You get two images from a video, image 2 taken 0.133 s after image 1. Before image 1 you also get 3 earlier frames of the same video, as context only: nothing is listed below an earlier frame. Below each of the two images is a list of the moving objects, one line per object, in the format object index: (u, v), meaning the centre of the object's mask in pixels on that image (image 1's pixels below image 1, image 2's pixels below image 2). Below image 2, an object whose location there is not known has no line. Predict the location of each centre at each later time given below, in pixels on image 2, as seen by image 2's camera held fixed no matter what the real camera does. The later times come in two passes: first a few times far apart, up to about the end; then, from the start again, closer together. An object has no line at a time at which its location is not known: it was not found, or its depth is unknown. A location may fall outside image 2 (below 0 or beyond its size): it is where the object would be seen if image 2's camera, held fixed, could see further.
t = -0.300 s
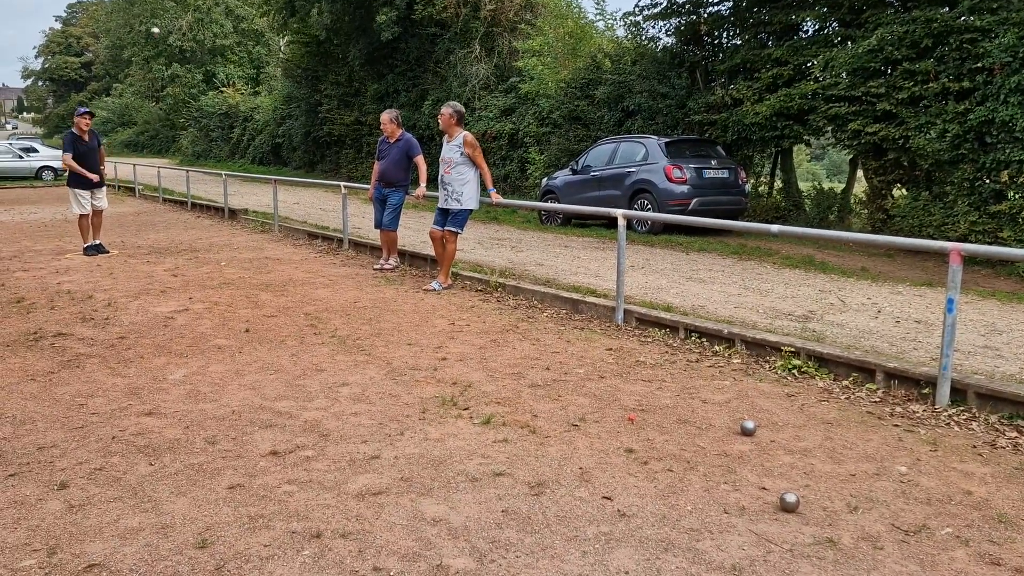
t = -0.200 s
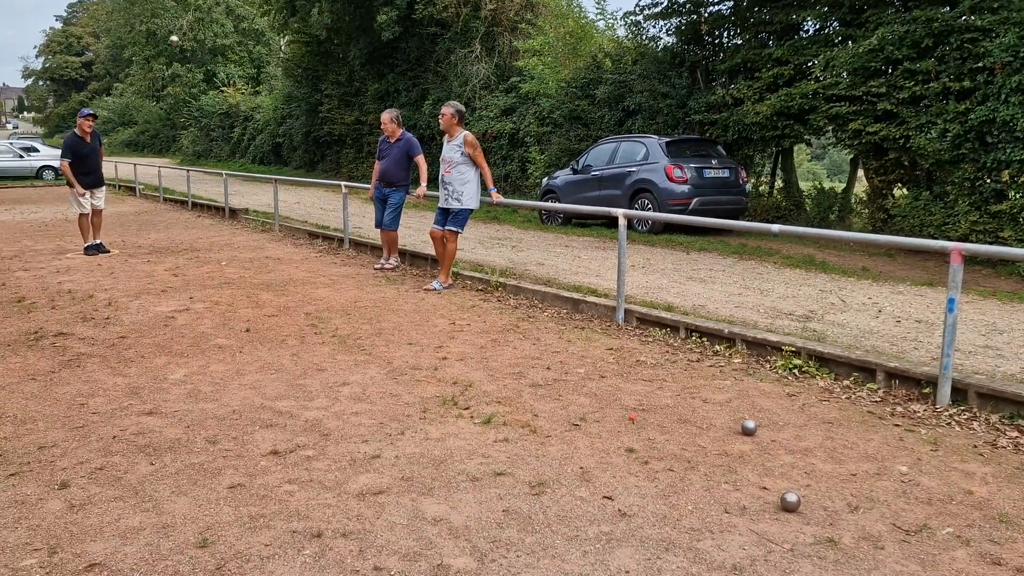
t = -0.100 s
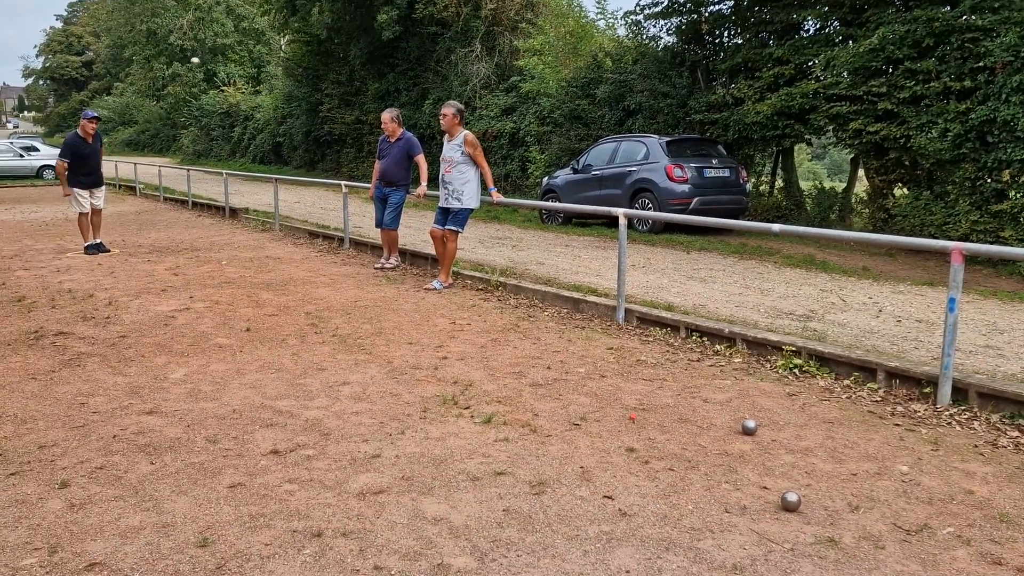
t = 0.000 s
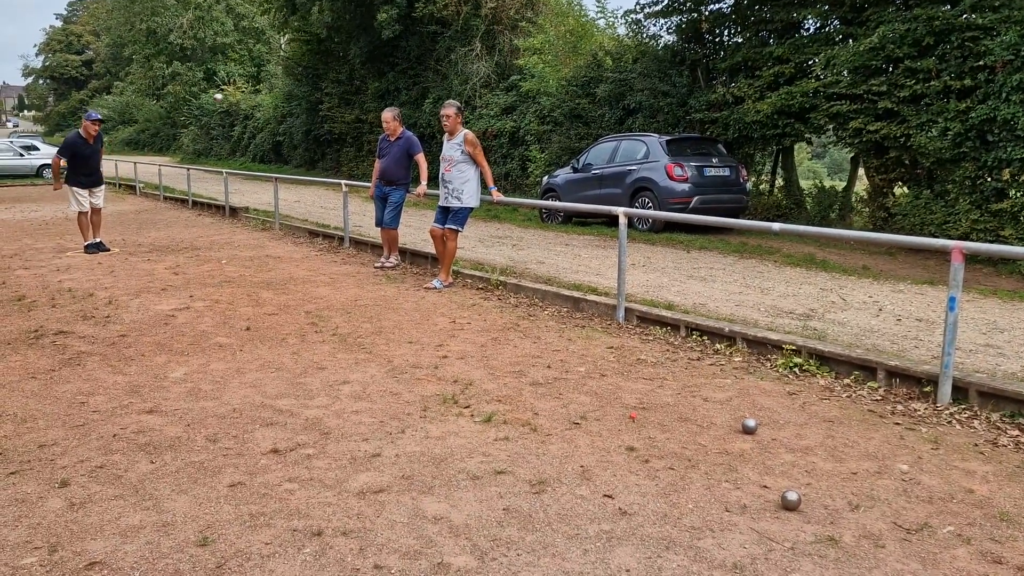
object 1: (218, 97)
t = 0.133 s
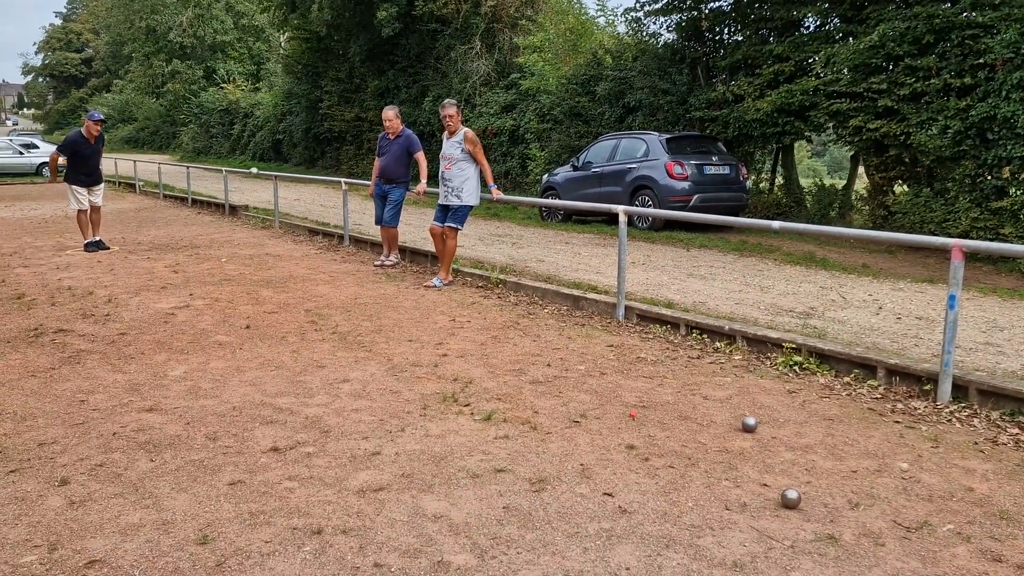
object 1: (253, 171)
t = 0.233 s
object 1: (284, 251)
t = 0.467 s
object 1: (330, 326)
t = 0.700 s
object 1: (363, 342)
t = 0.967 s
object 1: (400, 353)
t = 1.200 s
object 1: (434, 361)
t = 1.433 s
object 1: (467, 369)
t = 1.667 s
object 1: (499, 377)
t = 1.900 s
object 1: (530, 384)
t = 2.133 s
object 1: (557, 392)
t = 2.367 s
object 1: (581, 399)
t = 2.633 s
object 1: (607, 406)
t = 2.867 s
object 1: (624, 410)
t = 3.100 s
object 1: (640, 414)
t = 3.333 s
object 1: (654, 416)
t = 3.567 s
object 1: (664, 417)
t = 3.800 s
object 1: (670, 419)
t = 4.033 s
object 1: (674, 420)
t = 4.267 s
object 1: (677, 420)
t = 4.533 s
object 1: (680, 421)
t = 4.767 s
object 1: (682, 421)
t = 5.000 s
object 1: (682, 422)
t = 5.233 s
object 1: (682, 422)
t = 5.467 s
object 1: (682, 421)
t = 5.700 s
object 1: (682, 422)
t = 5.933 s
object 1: (682, 422)
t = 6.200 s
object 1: (682, 421)
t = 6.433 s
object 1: (682, 421)
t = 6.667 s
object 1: (682, 421)
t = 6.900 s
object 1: (682, 421)
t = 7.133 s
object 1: (682, 421)
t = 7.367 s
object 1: (682, 421)
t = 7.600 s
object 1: (682, 422)
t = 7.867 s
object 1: (682, 422)
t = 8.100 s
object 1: (682, 422)
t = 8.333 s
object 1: (682, 422)
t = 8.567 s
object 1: (682, 422)
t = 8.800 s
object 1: (683, 421)
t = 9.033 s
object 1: (682, 421)
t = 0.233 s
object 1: (284, 251)
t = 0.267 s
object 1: (294, 281)
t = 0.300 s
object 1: (306, 314)
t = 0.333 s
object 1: (312, 328)
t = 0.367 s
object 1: (317, 325)
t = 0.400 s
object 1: (321, 324)
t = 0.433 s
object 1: (326, 324)
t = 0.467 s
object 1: (330, 326)
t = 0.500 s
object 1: (335, 331)
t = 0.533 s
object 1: (340, 336)
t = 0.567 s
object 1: (344, 337)
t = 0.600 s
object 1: (349, 338)
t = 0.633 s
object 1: (354, 340)
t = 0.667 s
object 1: (359, 341)
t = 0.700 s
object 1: (363, 342)
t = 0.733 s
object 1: (368, 343)
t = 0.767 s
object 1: (372, 345)
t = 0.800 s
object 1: (377, 346)
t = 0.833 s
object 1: (381, 348)
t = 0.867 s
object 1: (386, 349)
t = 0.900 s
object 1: (391, 350)
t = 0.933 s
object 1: (396, 351)
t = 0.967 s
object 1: (400, 353)
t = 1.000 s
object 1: (405, 354)
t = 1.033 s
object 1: (410, 355)
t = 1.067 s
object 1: (415, 356)
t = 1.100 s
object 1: (419, 358)
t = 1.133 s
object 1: (424, 359)
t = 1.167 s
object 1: (429, 360)
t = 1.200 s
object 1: (434, 361)
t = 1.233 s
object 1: (438, 362)
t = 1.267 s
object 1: (443, 363)
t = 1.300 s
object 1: (448, 364)
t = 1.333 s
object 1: (453, 366)
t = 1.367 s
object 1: (457, 367)
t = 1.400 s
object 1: (462, 368)
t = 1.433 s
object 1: (467, 369)
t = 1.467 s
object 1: (471, 370)
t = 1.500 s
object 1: (477, 371)
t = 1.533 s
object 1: (481, 373)
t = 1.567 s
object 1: (486, 374)
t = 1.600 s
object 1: (490, 375)
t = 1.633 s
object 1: (495, 376)
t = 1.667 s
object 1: (499, 377)
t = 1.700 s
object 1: (504, 378)
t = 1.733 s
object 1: (509, 379)
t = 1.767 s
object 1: (513, 380)
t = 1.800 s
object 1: (518, 382)
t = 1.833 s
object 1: (522, 382)
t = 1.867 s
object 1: (526, 384)
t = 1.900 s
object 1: (530, 384)
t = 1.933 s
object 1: (534, 386)
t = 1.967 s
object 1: (538, 387)
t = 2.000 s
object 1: (542, 388)
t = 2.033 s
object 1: (546, 389)
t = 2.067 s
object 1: (550, 390)
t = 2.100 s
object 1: (553, 391)
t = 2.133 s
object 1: (557, 392)
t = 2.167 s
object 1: (561, 393)
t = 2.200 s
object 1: (564, 394)
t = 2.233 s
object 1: (568, 395)
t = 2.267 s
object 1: (571, 396)
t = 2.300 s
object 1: (575, 397)
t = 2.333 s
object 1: (578, 398)
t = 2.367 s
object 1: (581, 399)
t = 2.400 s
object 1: (585, 400)
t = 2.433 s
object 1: (588, 401)
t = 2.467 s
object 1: (591, 402)
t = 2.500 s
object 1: (595, 402)
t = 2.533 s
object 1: (598, 403)
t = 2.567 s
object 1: (601, 404)
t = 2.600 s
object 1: (604, 405)
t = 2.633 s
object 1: (607, 406)
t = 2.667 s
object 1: (610, 406)
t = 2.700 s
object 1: (612, 407)
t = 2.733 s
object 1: (615, 408)
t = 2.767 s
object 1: (618, 408)
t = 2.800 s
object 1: (619, 409)
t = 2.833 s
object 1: (622, 410)
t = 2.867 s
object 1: (624, 410)
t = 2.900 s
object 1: (627, 411)
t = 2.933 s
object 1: (630, 412)
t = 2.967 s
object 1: (632, 412)
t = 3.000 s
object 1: (634, 412)
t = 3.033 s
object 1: (636, 412)
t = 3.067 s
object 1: (638, 413)
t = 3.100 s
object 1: (640, 414)
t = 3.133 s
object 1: (642, 414)
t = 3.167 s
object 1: (644, 414)
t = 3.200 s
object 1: (646, 415)
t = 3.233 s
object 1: (648, 415)
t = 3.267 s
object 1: (650, 415)
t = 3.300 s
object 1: (652, 416)
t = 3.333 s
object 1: (654, 416)
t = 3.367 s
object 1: (656, 416)
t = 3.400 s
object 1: (658, 416)
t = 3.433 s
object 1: (660, 416)
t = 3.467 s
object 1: (661, 416)
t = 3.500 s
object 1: (662, 416)
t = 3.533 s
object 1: (663, 417)
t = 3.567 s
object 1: (664, 417)
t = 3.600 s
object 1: (665, 417)
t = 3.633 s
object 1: (665, 417)
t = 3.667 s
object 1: (666, 418)
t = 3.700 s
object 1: (667, 418)
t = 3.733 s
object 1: (668, 419)
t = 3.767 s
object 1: (669, 419)
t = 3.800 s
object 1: (670, 419)
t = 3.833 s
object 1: (670, 420)
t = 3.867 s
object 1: (671, 420)
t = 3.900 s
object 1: (672, 420)
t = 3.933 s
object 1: (672, 420)
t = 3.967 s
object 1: (673, 420)
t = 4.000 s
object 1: (673, 420)
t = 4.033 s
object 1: (674, 420)
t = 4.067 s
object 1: (674, 420)
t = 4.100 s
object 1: (675, 420)
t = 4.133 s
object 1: (675, 420)
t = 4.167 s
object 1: (676, 420)
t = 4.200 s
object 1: (676, 420)
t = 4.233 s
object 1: (676, 420)
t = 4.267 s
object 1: (677, 420)
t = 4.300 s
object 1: (678, 420)
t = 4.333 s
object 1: (678, 420)
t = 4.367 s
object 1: (678, 420)
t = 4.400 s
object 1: (679, 420)
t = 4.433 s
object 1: (679, 420)
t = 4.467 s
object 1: (679, 421)
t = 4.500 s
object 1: (680, 421)
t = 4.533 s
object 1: (680, 421)
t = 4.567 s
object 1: (680, 421)
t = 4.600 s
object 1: (681, 421)
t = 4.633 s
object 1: (681, 421)
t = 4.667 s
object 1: (681, 421)
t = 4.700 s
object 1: (681, 421)
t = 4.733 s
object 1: (682, 421)
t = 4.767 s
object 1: (682, 421)
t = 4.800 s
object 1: (682, 421)
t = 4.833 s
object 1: (682, 421)
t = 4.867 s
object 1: (682, 421)
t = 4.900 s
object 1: (682, 421)
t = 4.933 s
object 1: (682, 421)
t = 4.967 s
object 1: (682, 421)
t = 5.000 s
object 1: (682, 422)
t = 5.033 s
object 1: (682, 422)
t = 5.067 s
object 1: (682, 421)
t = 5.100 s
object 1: (682, 422)
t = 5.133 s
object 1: (682, 422)
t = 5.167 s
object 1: (682, 422)
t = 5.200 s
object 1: (682, 422)
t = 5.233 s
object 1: (682, 422)
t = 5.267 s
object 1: (682, 421)
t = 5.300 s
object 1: (682, 421)
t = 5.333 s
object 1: (682, 421)
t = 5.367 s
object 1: (682, 421)
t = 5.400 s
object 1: (682, 421)
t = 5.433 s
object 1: (682, 421)
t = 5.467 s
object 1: (682, 421)
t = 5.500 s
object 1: (682, 421)
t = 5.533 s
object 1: (682, 421)
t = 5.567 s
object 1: (682, 421)
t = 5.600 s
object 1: (682, 421)
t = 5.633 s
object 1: (682, 421)
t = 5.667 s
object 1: (682, 421)
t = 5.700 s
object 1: (682, 422)
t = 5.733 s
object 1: (682, 422)
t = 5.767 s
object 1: (682, 422)
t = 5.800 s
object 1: (682, 422)
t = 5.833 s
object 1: (682, 422)
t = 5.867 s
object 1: (682, 422)
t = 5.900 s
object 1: (682, 422)
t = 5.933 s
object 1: (682, 422)
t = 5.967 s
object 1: (682, 422)
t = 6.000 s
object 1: (682, 422)
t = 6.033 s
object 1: (682, 422)
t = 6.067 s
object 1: (682, 422)
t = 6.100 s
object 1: (682, 422)
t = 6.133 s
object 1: (682, 422)
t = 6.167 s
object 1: (682, 422)
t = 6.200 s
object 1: (682, 421)
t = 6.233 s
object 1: (682, 421)
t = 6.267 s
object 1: (682, 421)
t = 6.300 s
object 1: (682, 422)
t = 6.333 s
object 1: (682, 421)
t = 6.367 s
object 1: (682, 421)
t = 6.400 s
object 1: (682, 421)
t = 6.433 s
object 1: (682, 421)
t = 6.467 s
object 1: (682, 421)
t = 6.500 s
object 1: (682, 421)
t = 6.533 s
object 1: (682, 421)
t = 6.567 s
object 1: (682, 421)
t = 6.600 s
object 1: (682, 421)
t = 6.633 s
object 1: (682, 421)
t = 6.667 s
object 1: (682, 421)
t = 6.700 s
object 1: (682, 421)
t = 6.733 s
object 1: (682, 421)
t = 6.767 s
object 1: (682, 421)
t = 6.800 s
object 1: (682, 421)
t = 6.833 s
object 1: (682, 421)
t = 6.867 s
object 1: (682, 421)
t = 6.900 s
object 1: (682, 421)
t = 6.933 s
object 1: (682, 421)
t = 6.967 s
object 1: (682, 421)
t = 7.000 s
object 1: (682, 421)
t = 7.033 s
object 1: (682, 421)
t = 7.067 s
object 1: (682, 421)
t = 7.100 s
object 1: (682, 421)
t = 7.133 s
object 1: (682, 421)
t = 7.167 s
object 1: (682, 421)
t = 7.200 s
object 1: (682, 421)
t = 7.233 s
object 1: (682, 421)
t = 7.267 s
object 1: (682, 421)
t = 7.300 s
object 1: (682, 421)
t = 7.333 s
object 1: (682, 421)
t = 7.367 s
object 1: (682, 421)
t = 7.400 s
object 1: (682, 421)
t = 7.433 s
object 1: (682, 422)
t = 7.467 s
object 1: (682, 422)
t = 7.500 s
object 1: (682, 421)
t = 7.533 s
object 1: (682, 422)
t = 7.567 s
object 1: (682, 422)
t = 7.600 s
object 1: (682, 422)
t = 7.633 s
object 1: (682, 422)
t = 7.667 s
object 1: (682, 422)
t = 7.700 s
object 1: (682, 422)
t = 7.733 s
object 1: (682, 422)
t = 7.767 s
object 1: (682, 422)
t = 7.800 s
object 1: (682, 422)
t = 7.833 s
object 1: (682, 422)
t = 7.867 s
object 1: (682, 422)
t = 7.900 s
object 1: (682, 422)
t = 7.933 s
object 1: (682, 422)
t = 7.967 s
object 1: (682, 422)
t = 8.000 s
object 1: (682, 422)
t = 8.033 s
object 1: (682, 422)
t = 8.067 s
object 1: (682, 422)
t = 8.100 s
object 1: (682, 422)
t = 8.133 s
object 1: (682, 421)
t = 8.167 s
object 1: (682, 422)
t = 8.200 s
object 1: (682, 421)
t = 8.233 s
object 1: (682, 422)
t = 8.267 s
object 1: (682, 422)
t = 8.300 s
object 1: (682, 422)
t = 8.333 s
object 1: (682, 422)
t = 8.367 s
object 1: (682, 422)
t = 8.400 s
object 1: (682, 422)
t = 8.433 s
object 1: (682, 422)
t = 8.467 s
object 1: (682, 422)
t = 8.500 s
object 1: (682, 422)
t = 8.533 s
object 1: (682, 422)
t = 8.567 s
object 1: (682, 422)
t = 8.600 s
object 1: (682, 422)
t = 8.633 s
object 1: (682, 422)
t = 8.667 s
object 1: (682, 422)
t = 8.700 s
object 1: (682, 422)
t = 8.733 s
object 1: (682, 422)
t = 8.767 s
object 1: (682, 421)
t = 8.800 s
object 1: (683, 421)
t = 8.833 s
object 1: (682, 421)
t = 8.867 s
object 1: (682, 421)
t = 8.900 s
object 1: (682, 421)
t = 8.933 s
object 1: (682, 421)
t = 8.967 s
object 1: (682, 421)
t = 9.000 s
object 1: (682, 421)
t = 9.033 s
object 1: (682, 421)
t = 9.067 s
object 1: (682, 421)
